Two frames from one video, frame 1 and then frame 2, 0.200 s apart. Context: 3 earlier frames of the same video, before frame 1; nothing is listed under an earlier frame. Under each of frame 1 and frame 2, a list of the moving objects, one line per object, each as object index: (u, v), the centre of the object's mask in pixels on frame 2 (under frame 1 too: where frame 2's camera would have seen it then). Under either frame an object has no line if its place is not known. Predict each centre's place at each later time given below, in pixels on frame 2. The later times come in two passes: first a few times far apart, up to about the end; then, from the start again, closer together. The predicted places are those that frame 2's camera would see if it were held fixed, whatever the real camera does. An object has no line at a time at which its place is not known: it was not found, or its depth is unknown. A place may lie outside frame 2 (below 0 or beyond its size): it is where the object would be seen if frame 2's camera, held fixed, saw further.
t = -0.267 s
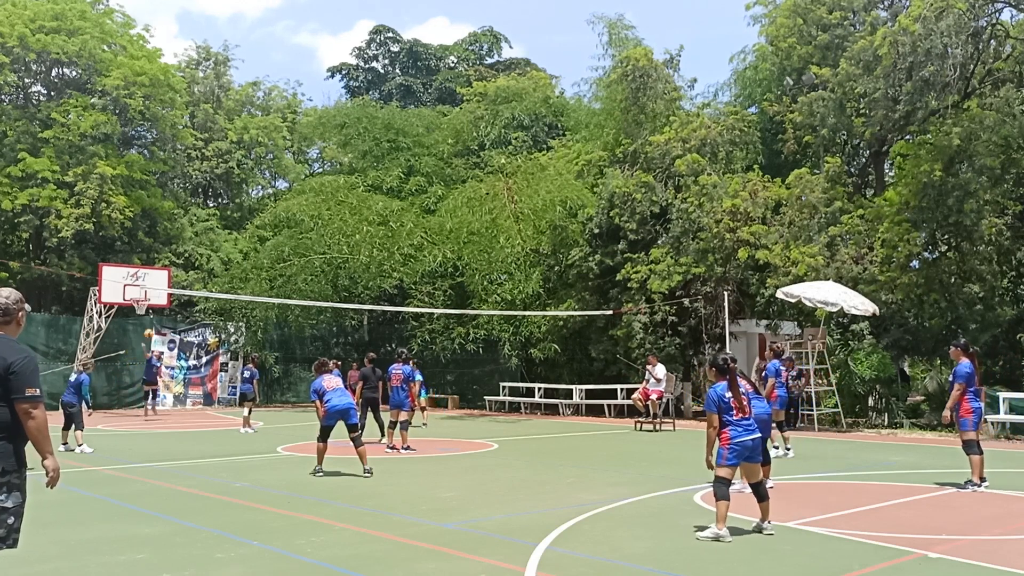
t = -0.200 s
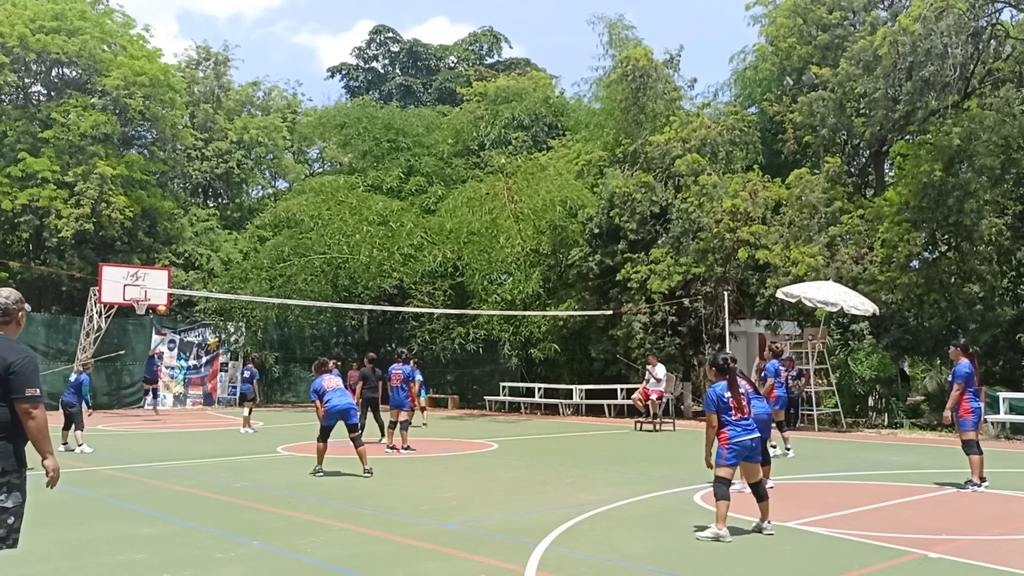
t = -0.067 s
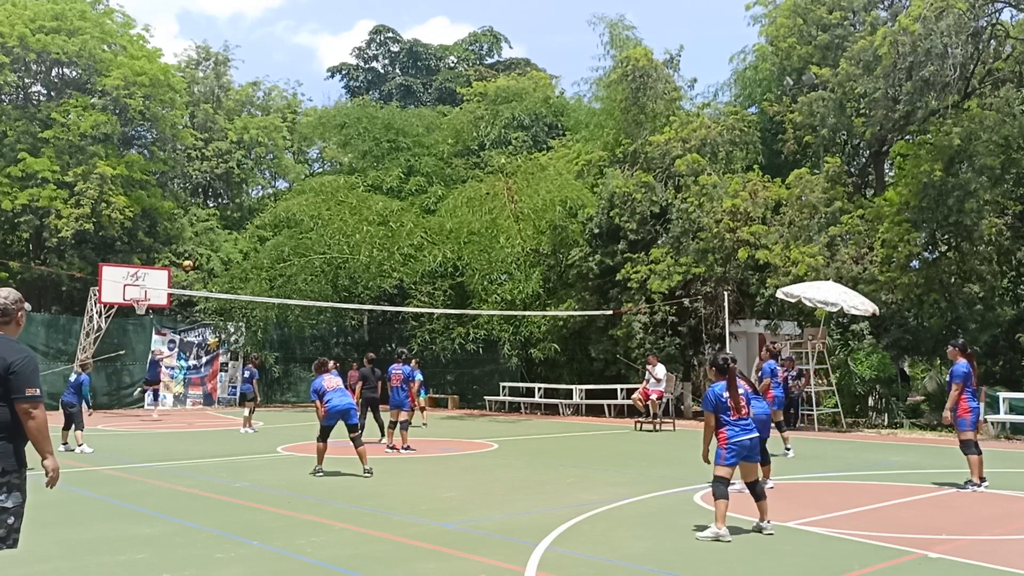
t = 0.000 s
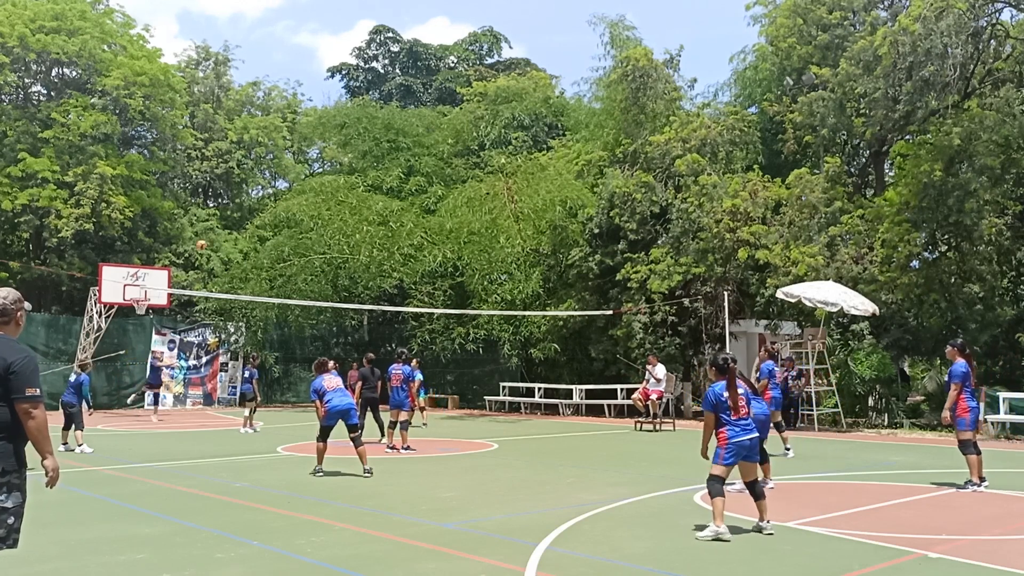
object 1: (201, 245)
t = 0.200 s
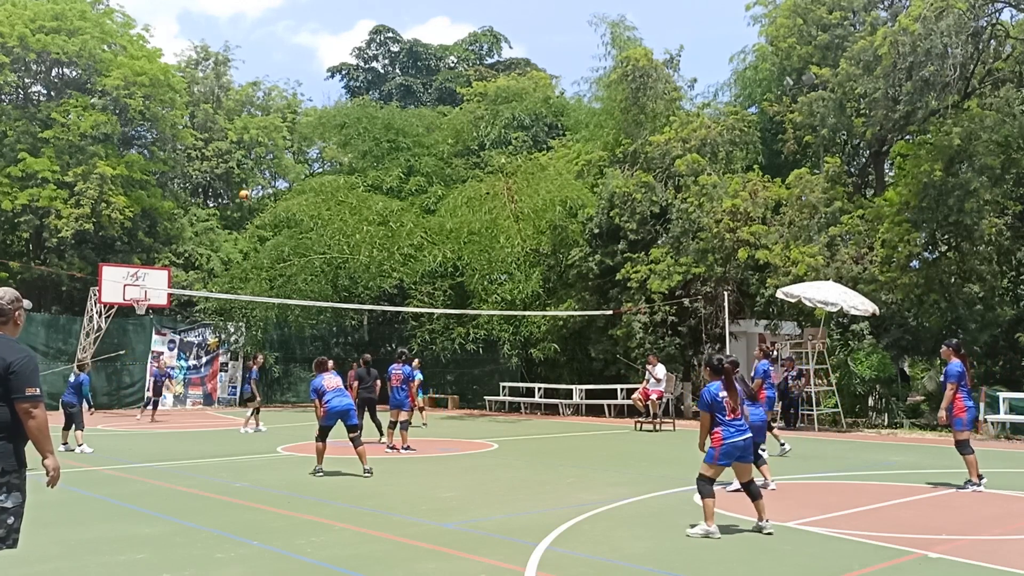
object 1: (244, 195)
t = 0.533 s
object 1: (322, 148)
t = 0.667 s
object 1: (358, 143)
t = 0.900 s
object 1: (425, 160)
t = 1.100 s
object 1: (490, 204)
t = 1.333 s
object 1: (576, 299)
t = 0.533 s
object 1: (322, 148)
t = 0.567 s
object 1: (332, 145)
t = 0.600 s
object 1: (340, 144)
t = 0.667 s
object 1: (358, 143)
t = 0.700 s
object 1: (367, 144)
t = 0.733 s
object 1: (376, 145)
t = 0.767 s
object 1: (385, 146)
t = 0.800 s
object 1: (395, 148)
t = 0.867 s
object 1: (415, 155)
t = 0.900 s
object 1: (425, 160)
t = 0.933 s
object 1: (435, 165)
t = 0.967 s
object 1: (446, 171)
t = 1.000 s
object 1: (457, 178)
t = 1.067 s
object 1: (479, 194)
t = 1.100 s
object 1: (490, 204)
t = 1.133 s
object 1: (501, 214)
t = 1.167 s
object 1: (513, 225)
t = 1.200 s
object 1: (525, 238)
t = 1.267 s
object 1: (550, 266)
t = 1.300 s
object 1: (562, 282)
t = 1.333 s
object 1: (576, 299)
